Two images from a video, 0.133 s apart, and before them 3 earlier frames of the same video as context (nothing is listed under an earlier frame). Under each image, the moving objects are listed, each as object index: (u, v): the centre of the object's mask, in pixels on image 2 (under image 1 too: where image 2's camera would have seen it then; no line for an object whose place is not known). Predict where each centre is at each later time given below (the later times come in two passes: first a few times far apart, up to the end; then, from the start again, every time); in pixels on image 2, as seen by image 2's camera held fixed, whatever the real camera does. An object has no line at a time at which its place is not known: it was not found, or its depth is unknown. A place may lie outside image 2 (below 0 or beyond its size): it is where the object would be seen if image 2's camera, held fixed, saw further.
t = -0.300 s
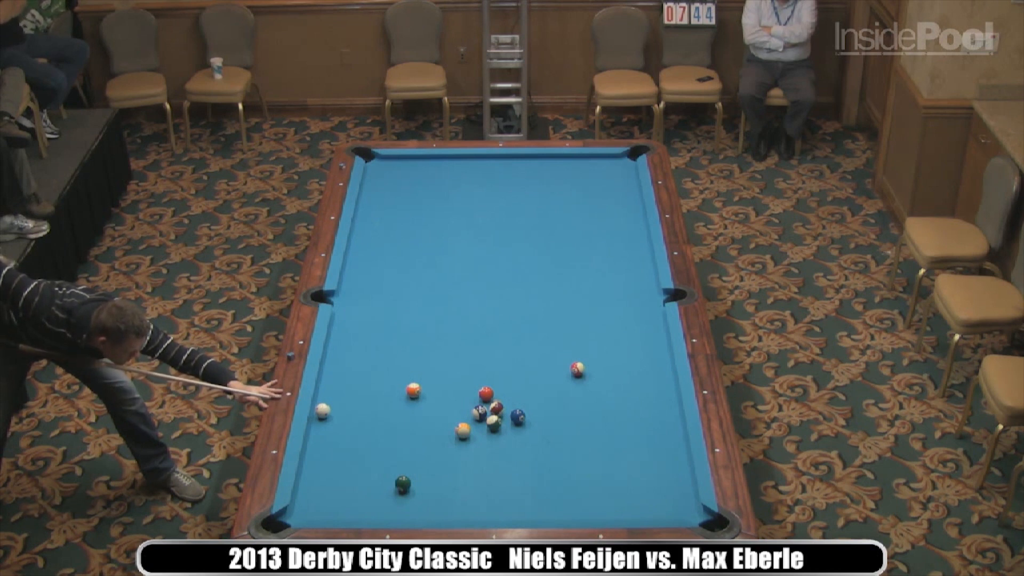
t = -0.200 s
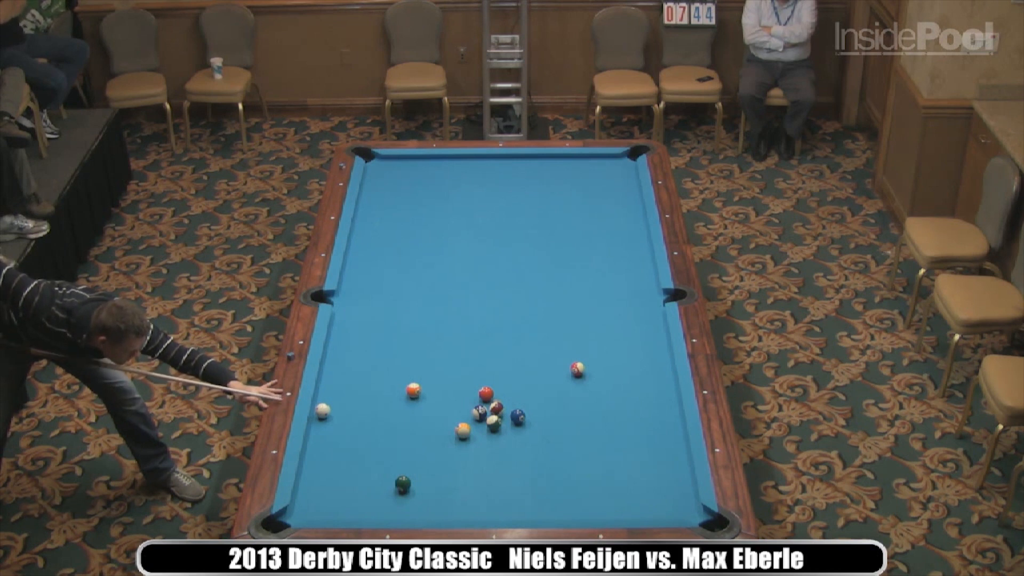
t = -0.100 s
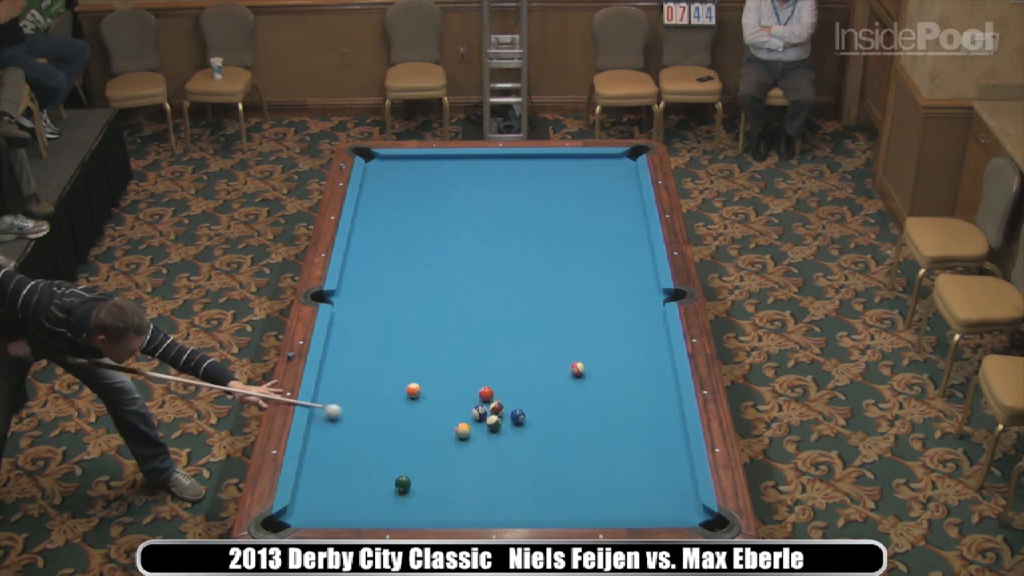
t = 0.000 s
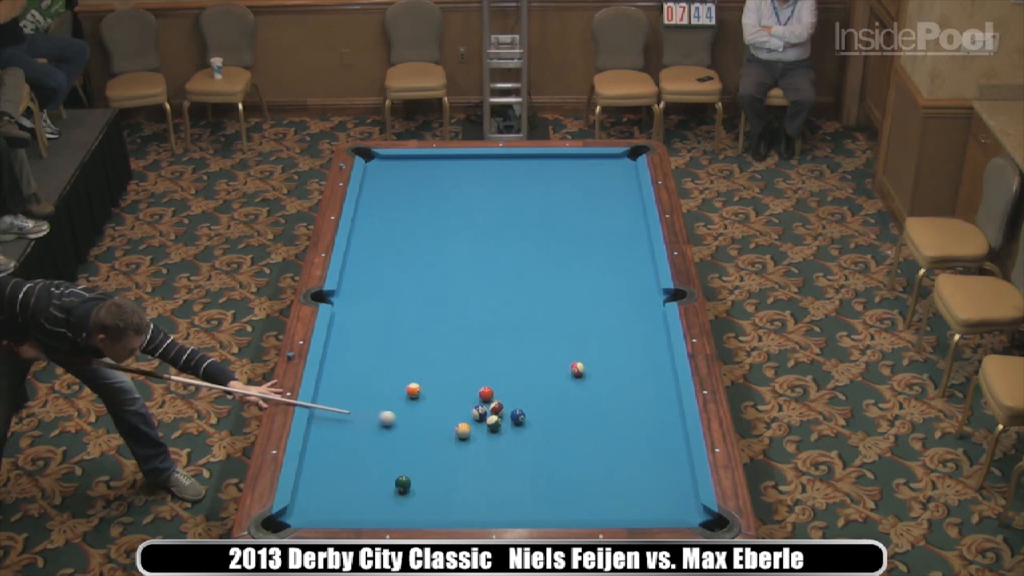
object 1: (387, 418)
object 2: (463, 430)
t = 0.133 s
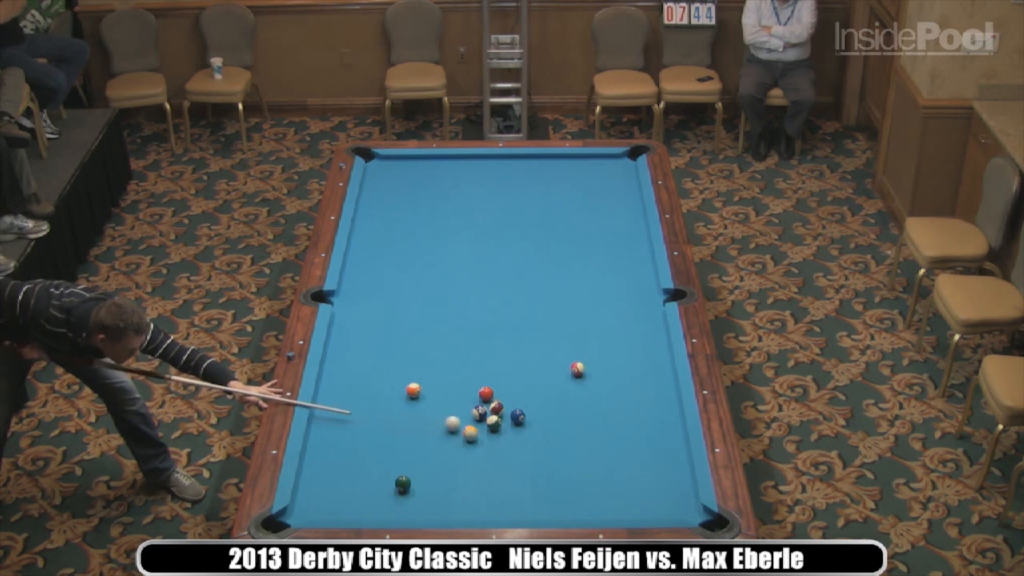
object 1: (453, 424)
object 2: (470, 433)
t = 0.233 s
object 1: (465, 416)
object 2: (510, 449)
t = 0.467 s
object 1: (470, 409)
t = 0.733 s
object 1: (478, 402)
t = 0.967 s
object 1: (481, 402)
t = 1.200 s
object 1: (482, 401)
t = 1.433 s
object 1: (482, 401)
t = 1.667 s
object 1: (482, 401)
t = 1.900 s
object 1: (482, 401)
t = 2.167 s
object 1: (482, 401)
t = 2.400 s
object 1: (482, 401)
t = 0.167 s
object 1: (457, 421)
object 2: (484, 438)
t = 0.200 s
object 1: (462, 418)
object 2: (497, 444)
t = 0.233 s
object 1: (465, 416)
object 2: (510, 449)
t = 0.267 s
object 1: (465, 415)
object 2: (522, 453)
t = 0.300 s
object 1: (465, 413)
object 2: (533, 458)
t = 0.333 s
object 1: (466, 412)
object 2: (544, 462)
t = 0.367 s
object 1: (467, 411)
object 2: (555, 466)
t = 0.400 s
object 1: (468, 411)
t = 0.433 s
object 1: (469, 410)
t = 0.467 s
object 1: (470, 409)
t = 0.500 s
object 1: (471, 408)
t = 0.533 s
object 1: (472, 407)
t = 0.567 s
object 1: (473, 406)
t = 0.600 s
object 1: (474, 406)
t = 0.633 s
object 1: (475, 405)
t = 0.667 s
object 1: (476, 404)
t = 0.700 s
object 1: (477, 403)
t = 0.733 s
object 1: (478, 402)
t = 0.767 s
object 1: (479, 402)
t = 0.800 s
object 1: (479, 402)
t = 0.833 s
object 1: (480, 402)
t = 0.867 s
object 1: (480, 402)
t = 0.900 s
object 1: (480, 401)
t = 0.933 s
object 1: (481, 402)
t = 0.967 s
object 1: (481, 402)
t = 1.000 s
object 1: (481, 401)
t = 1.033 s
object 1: (481, 401)
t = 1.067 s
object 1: (482, 401)
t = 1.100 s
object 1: (482, 401)
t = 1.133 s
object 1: (482, 401)
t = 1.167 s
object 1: (482, 401)
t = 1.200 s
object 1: (482, 401)
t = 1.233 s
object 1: (482, 401)
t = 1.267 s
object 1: (482, 401)
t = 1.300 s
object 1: (482, 401)
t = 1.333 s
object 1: (482, 401)
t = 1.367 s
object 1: (482, 401)
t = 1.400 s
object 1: (482, 401)
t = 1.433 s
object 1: (482, 401)
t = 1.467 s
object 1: (482, 401)
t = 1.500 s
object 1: (482, 401)
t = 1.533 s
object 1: (482, 401)
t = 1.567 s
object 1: (482, 401)
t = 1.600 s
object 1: (482, 401)
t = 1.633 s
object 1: (482, 401)
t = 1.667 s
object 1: (482, 401)
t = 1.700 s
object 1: (482, 401)
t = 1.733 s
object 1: (482, 401)
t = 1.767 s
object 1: (482, 401)
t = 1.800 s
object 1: (482, 401)
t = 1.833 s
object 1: (482, 401)
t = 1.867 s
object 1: (482, 401)
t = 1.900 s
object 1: (482, 401)
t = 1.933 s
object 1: (482, 401)
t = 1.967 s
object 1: (482, 401)
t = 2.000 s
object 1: (482, 401)
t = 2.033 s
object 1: (482, 401)
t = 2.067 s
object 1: (482, 401)
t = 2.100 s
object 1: (482, 401)
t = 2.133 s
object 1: (482, 401)
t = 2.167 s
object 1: (482, 401)
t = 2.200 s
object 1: (482, 401)
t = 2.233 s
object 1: (482, 401)
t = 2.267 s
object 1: (482, 401)
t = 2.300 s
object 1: (482, 401)
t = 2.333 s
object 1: (482, 401)
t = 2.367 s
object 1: (482, 401)
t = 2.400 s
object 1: (482, 401)
